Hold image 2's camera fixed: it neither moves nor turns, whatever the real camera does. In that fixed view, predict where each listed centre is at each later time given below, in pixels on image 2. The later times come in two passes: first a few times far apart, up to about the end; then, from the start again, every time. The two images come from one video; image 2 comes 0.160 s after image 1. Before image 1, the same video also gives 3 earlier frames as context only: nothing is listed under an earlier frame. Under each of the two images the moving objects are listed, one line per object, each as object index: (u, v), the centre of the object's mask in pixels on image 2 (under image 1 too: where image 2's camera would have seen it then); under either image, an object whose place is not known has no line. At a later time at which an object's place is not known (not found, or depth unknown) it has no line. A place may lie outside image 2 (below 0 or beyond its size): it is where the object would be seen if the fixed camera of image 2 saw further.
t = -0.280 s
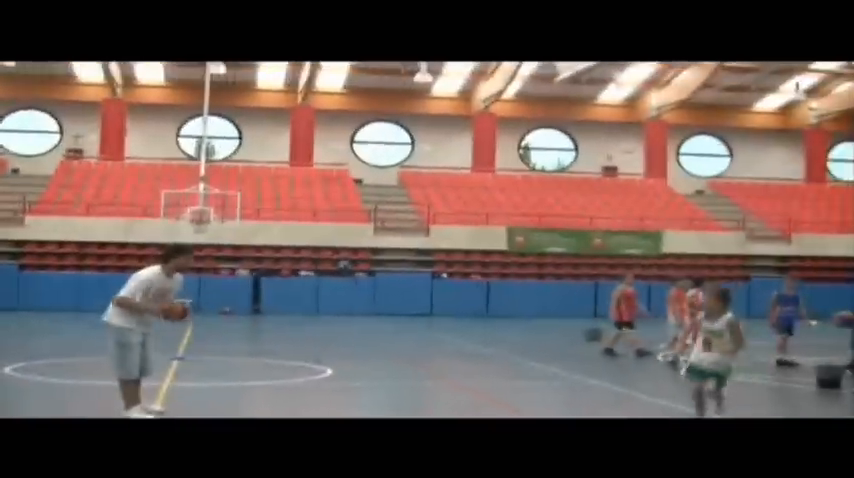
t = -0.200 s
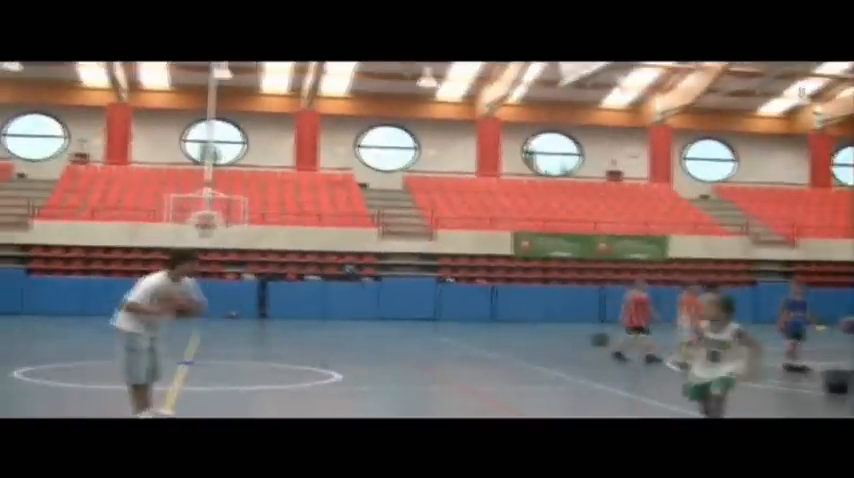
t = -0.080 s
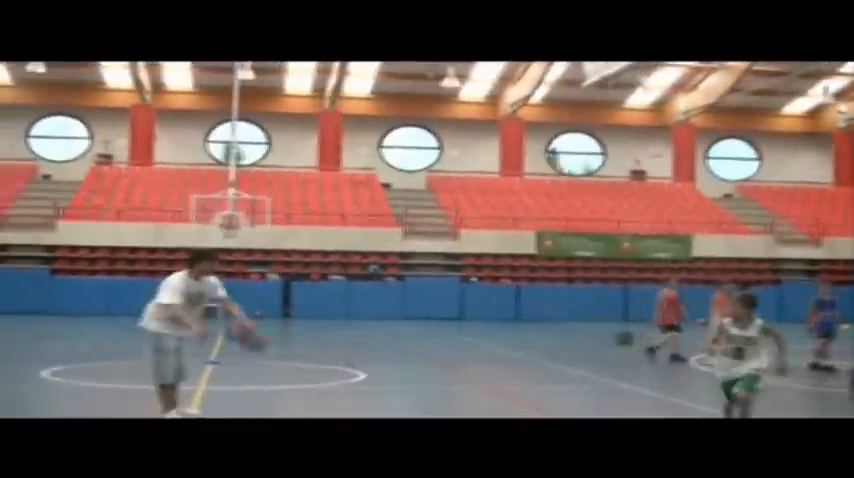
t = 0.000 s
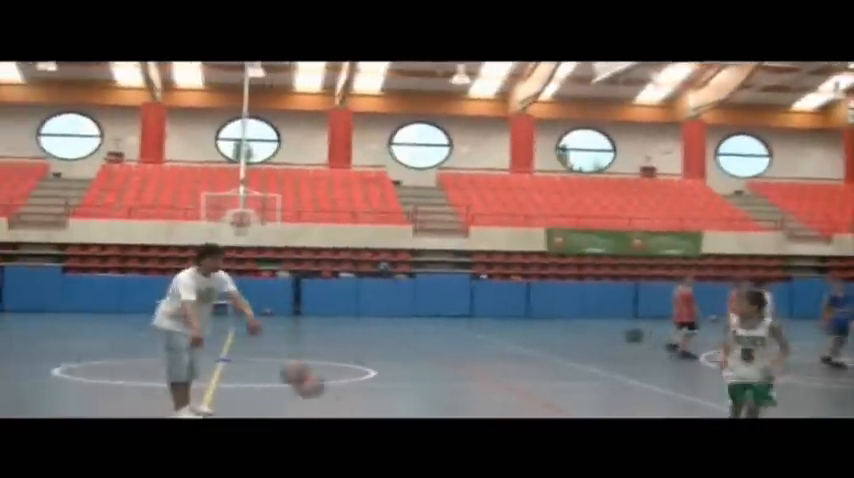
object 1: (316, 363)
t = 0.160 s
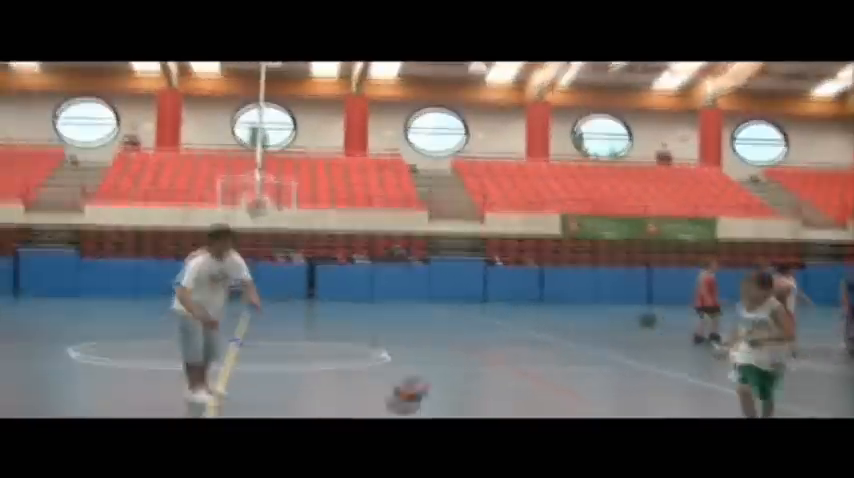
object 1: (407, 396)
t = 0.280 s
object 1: (480, 348)
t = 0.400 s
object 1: (561, 312)
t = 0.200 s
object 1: (430, 378)
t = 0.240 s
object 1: (455, 363)
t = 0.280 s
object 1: (480, 348)
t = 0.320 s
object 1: (505, 334)
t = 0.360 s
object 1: (533, 323)
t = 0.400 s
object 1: (561, 312)
